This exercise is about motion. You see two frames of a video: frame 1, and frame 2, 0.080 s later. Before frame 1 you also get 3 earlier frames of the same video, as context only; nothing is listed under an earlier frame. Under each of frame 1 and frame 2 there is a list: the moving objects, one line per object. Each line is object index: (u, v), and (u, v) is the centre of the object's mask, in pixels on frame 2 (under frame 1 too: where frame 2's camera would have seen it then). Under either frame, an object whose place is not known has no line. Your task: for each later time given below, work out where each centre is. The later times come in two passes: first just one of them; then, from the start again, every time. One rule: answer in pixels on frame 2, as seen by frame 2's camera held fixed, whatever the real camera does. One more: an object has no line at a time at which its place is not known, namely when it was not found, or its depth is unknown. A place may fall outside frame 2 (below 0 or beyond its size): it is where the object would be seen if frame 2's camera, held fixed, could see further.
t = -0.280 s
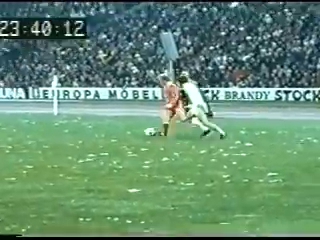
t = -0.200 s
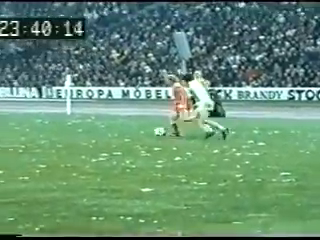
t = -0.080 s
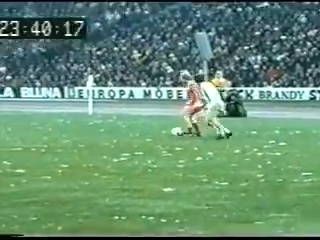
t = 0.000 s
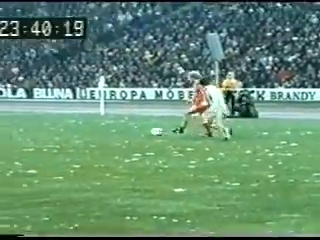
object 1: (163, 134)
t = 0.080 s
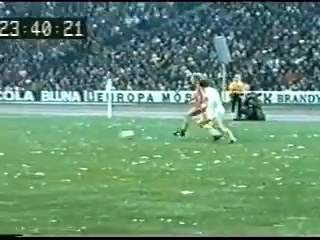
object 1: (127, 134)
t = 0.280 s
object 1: (51, 133)
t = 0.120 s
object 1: (112, 134)
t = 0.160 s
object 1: (95, 134)
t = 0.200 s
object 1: (80, 133)
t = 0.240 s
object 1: (65, 134)
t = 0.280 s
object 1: (51, 133)
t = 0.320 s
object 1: (36, 132)
